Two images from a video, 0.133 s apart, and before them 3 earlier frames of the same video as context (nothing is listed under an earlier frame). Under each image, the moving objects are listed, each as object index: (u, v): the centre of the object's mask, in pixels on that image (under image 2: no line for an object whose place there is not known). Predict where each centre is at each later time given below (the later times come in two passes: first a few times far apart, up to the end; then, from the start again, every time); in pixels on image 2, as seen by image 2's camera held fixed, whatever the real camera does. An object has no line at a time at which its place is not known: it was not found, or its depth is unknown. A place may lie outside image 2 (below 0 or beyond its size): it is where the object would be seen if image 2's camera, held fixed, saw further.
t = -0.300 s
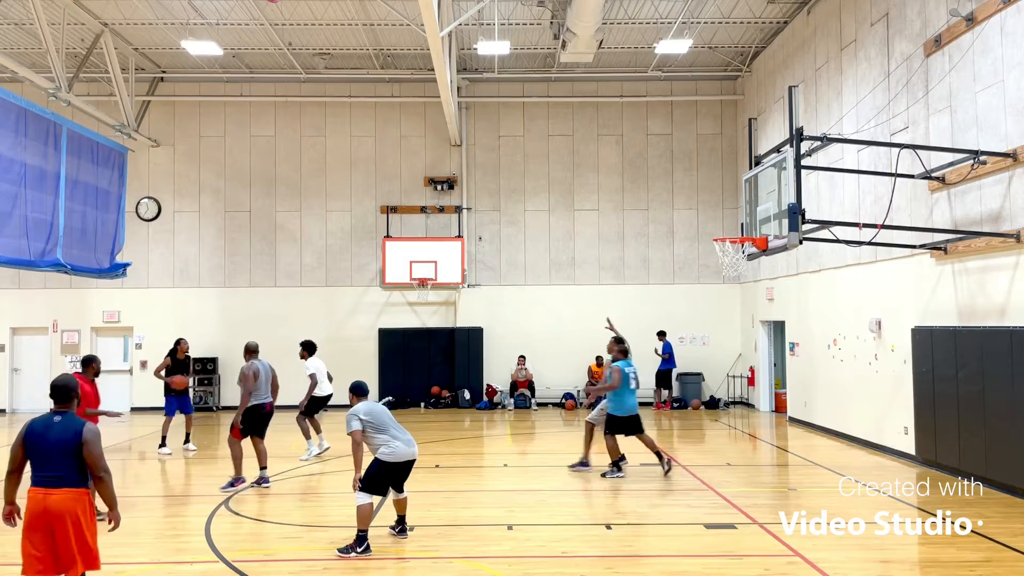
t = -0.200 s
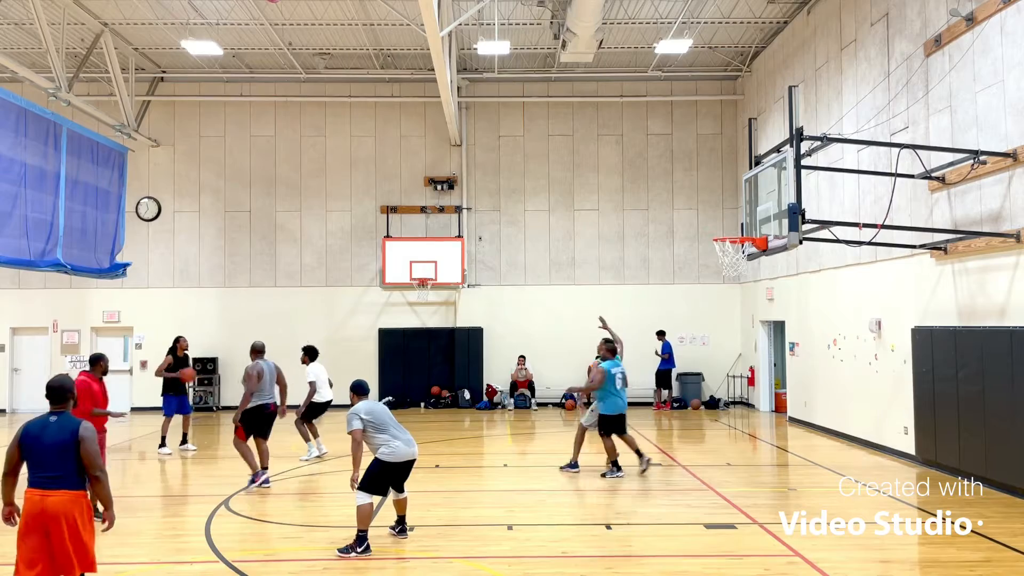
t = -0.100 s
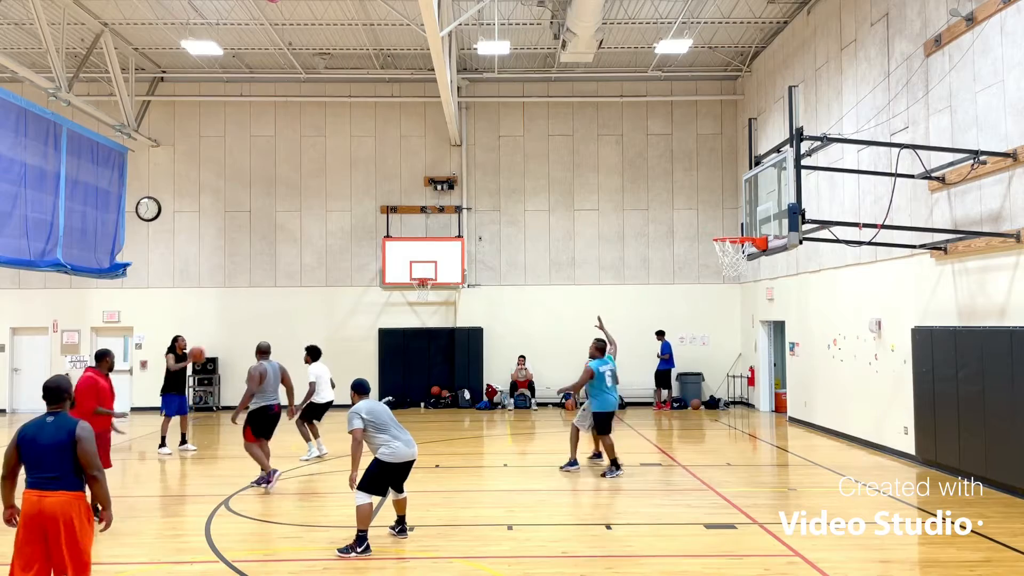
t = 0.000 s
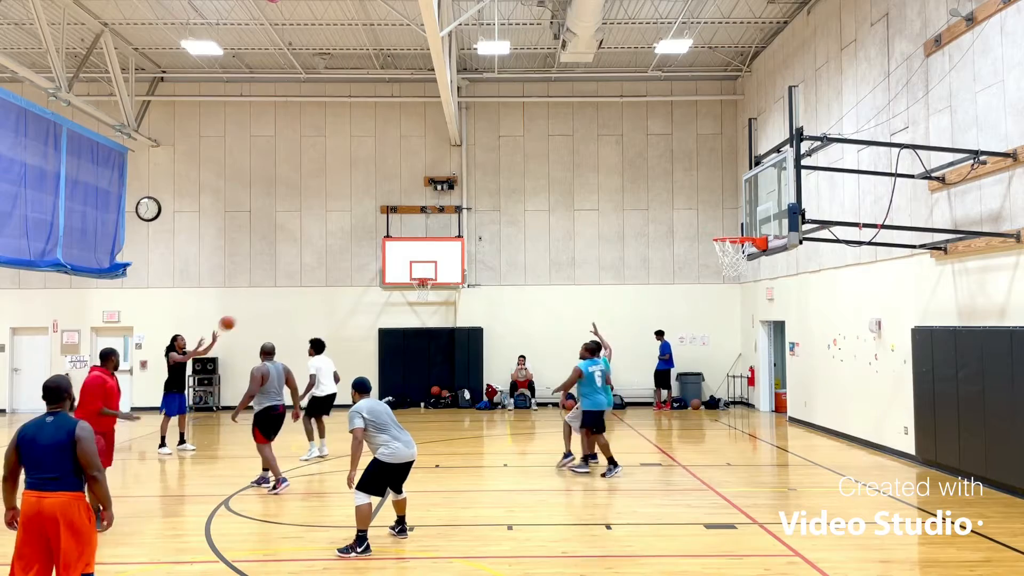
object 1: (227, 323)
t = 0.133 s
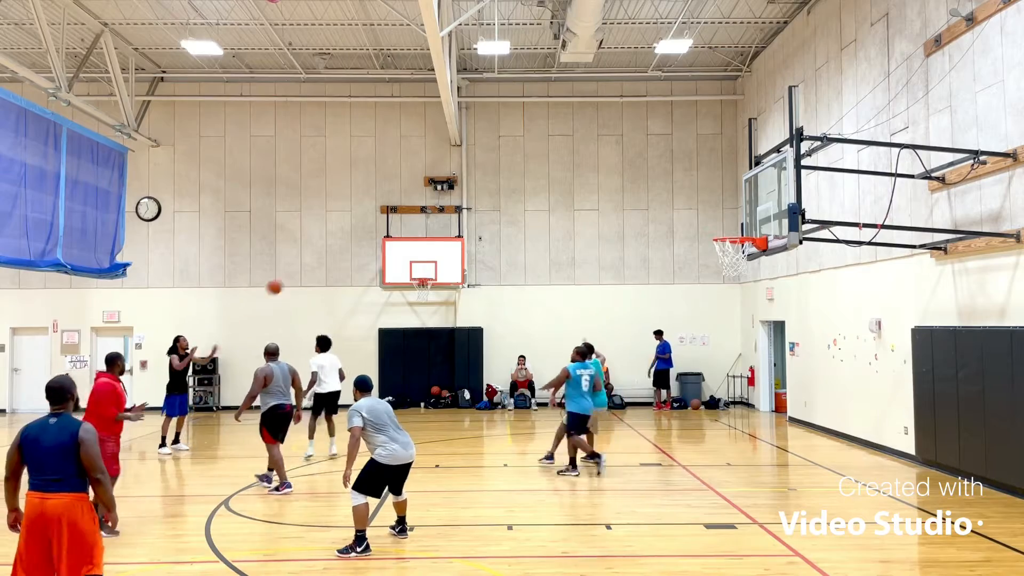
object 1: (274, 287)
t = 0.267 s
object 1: (322, 261)
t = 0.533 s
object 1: (417, 242)
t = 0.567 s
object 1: (429, 242)
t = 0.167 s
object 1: (286, 280)
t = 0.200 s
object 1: (298, 273)
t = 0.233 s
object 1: (310, 267)
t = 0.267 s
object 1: (322, 261)
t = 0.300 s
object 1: (334, 256)
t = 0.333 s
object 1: (346, 252)
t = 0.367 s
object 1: (357, 249)
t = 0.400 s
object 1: (369, 246)
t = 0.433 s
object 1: (380, 245)
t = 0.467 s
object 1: (393, 242)
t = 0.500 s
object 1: (405, 242)
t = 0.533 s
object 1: (417, 242)
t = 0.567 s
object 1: (429, 242)
